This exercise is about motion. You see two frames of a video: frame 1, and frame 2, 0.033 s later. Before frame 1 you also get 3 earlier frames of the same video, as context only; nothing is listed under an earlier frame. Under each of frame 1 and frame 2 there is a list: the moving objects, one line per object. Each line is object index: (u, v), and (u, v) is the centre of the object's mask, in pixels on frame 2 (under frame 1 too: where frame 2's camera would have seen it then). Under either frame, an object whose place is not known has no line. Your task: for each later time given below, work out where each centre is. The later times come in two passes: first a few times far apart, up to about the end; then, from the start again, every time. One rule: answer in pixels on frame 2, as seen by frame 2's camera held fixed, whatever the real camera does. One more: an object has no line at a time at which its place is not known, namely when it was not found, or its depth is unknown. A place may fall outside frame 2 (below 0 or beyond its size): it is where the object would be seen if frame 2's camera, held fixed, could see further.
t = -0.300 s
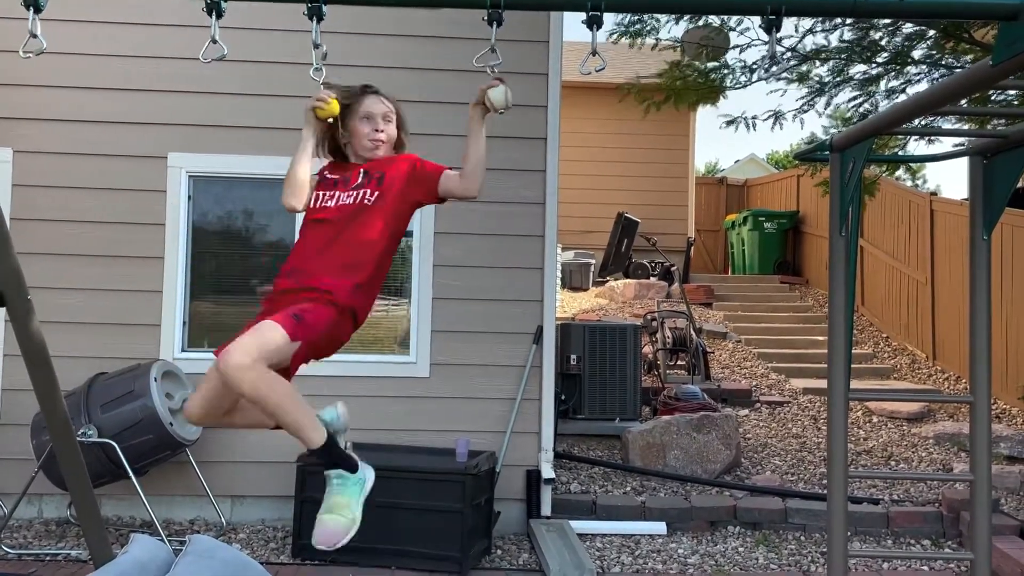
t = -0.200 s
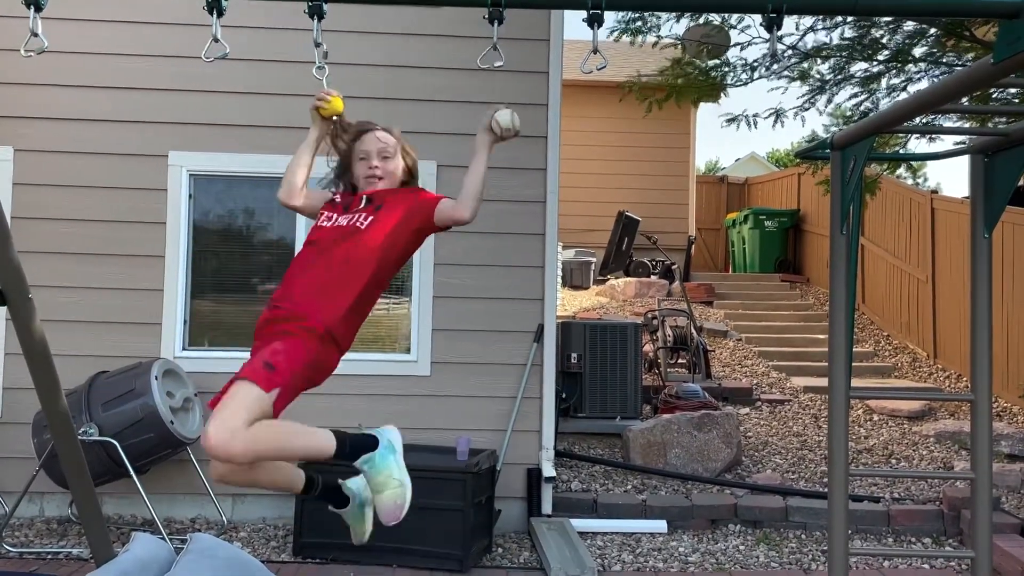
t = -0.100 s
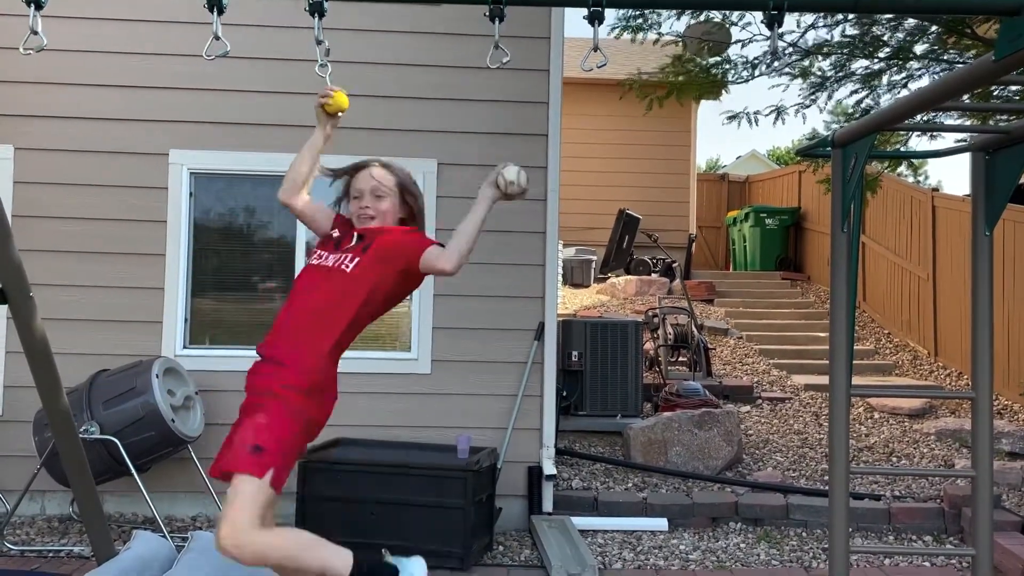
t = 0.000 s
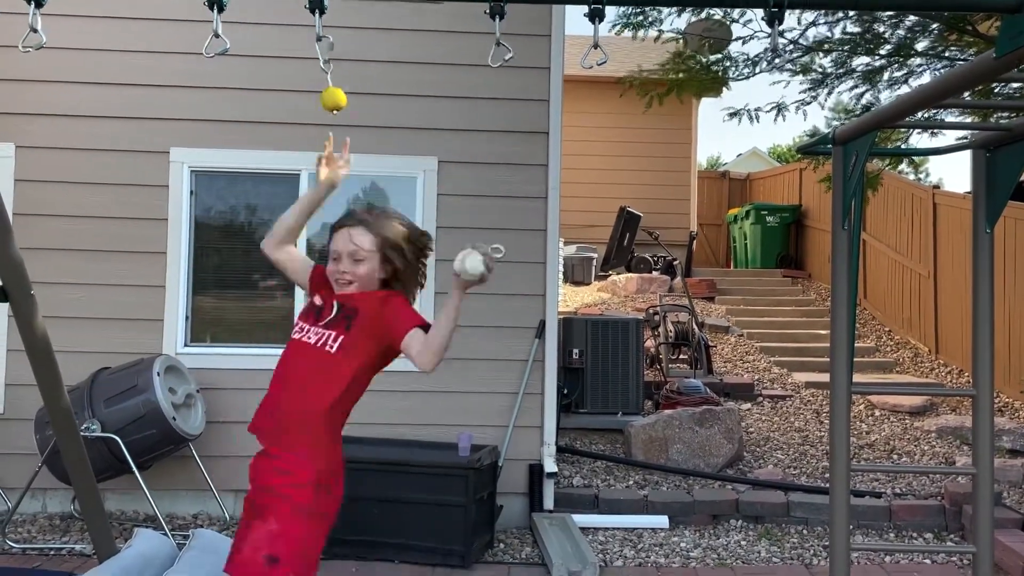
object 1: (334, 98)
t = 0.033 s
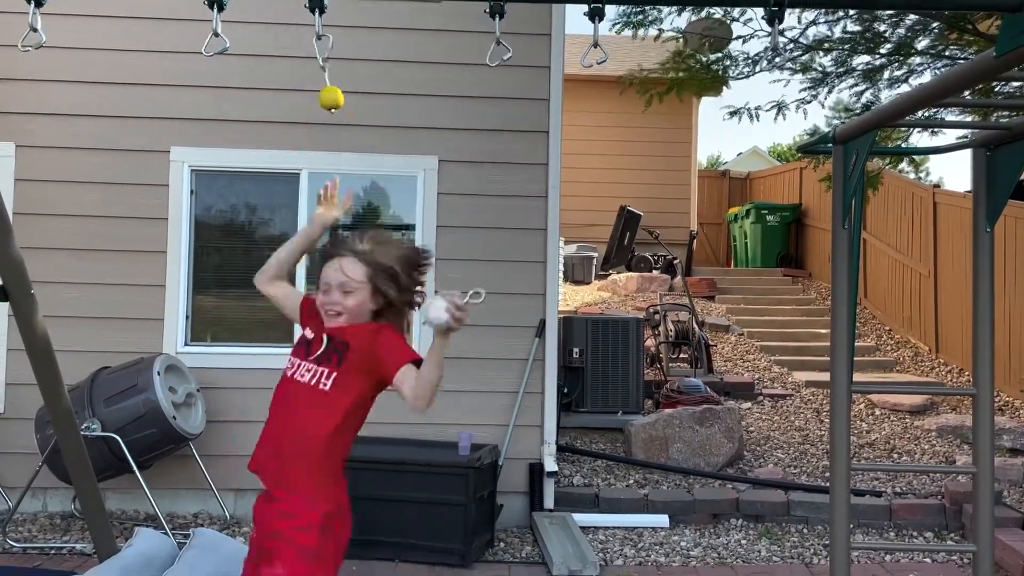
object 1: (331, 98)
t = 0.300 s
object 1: (295, 91)
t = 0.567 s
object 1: (313, 100)
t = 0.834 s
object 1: (333, 97)
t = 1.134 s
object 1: (294, 82)
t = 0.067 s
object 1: (327, 98)
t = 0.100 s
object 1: (322, 97)
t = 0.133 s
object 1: (317, 96)
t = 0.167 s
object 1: (312, 95)
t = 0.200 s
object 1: (307, 93)
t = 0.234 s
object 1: (302, 92)
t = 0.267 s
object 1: (298, 91)
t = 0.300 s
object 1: (295, 91)
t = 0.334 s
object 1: (294, 92)
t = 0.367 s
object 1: (293, 92)
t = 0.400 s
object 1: (294, 94)
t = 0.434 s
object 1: (296, 95)
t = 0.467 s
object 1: (300, 96)
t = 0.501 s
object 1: (304, 98)
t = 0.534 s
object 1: (308, 99)
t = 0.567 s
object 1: (313, 100)
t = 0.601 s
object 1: (318, 100)
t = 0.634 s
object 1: (323, 101)
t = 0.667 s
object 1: (327, 100)
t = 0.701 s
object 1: (331, 100)
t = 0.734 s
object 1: (333, 99)
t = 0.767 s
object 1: (334, 98)
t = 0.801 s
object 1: (334, 97)
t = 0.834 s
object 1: (333, 97)
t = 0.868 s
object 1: (330, 96)
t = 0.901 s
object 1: (326, 95)
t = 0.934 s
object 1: (322, 94)
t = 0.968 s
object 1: (317, 93)
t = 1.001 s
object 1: (311, 91)
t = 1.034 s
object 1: (306, 89)
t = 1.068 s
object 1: (301, 86)
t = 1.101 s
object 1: (297, 84)
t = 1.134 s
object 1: (294, 82)
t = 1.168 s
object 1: (291, 81)
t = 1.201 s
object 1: (290, 80)
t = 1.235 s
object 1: (290, 80)
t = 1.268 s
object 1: (291, 80)
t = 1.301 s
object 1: (294, 82)
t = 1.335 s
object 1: (298, 84)
